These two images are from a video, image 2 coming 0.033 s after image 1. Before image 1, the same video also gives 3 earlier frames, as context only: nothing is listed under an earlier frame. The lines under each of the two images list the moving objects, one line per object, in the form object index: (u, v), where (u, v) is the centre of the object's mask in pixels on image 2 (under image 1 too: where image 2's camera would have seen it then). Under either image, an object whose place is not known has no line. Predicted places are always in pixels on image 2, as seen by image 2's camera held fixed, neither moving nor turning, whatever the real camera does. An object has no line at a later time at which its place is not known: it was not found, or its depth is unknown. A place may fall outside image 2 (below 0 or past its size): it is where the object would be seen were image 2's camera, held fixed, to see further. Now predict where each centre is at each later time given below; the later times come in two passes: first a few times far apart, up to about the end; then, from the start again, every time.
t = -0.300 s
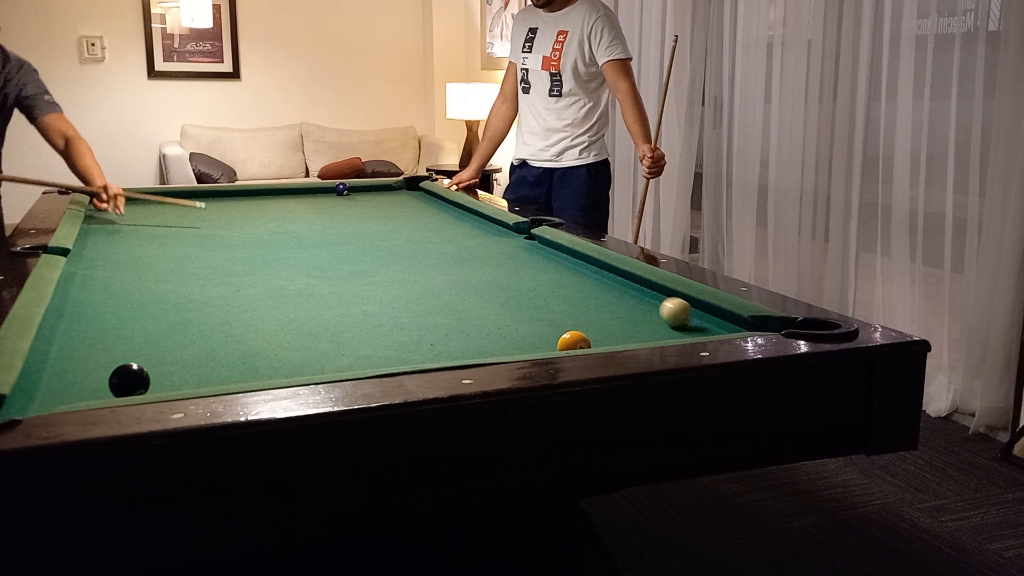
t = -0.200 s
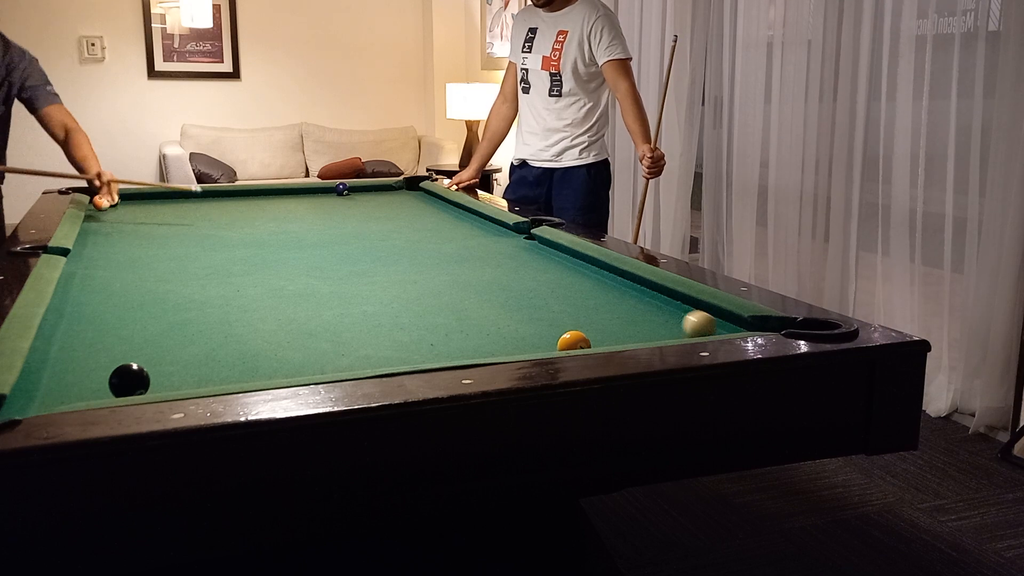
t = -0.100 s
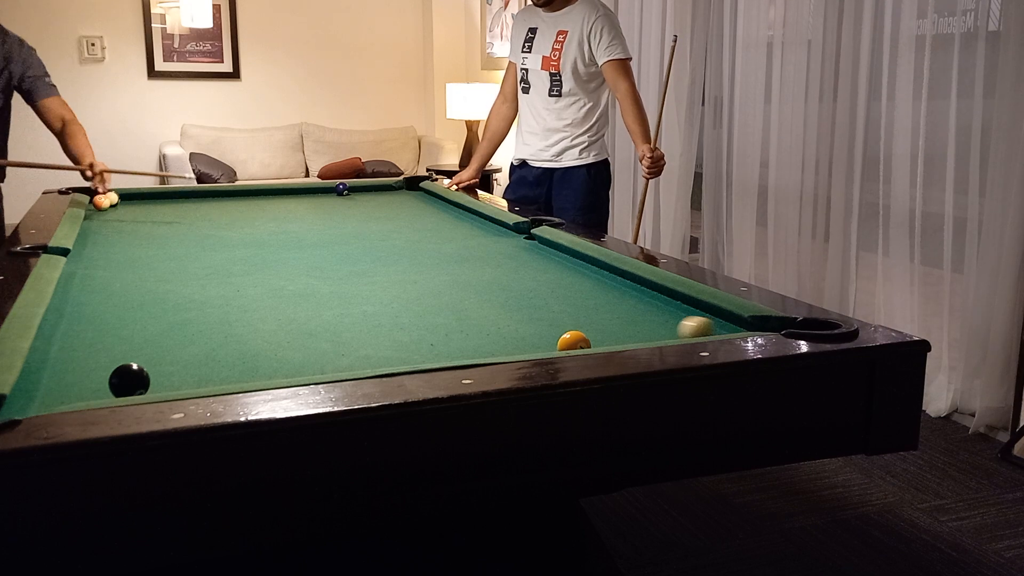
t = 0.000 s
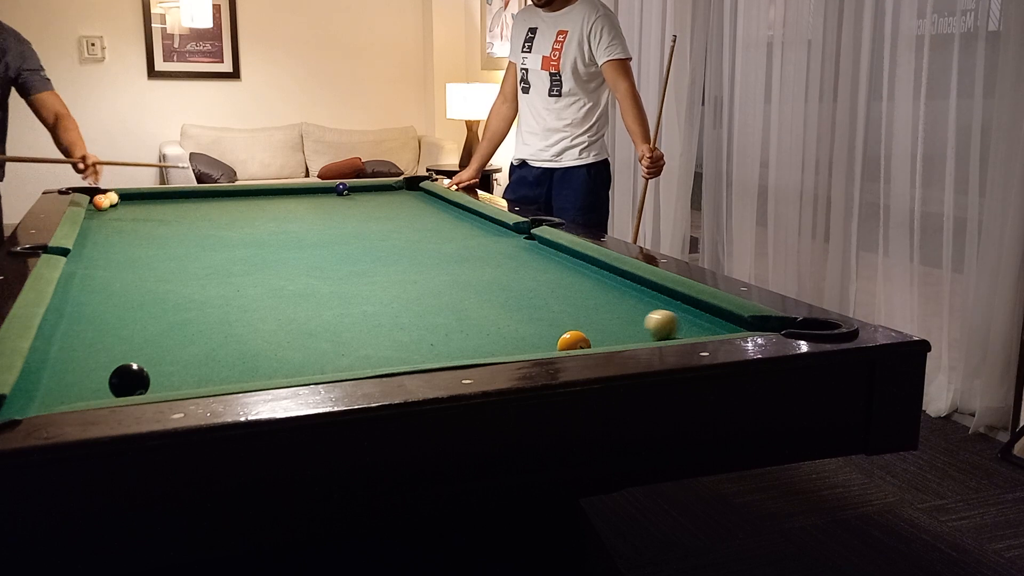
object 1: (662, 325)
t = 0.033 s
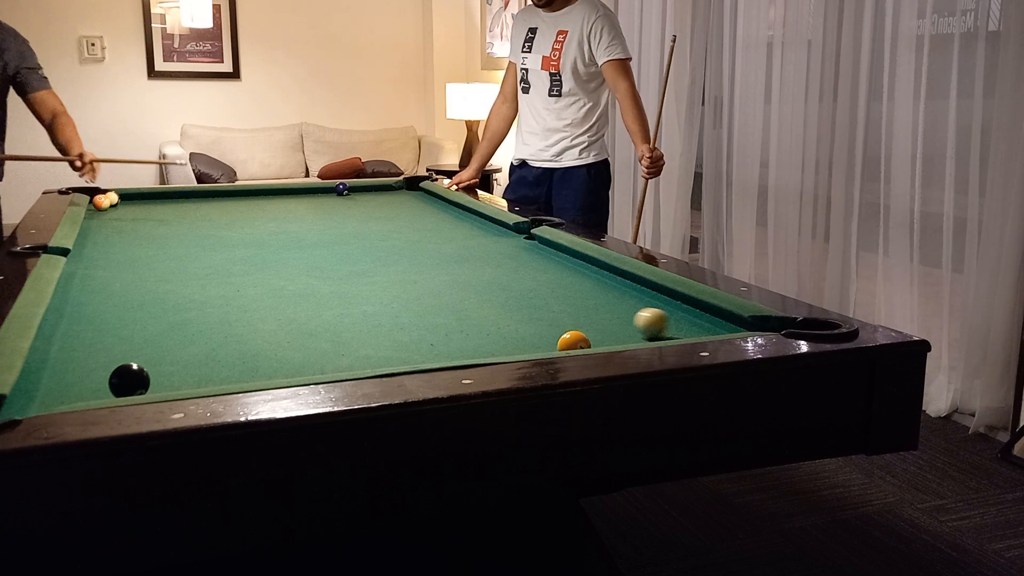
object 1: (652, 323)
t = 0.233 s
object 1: (592, 311)
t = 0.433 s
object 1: (541, 301)
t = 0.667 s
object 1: (490, 291)
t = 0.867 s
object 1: (453, 283)
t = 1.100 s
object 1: (414, 275)
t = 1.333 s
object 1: (382, 268)
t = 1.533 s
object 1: (357, 262)
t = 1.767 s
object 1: (332, 257)
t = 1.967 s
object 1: (312, 253)
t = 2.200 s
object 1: (293, 249)
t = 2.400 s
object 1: (279, 245)
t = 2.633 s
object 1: (264, 241)
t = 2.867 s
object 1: (252, 238)
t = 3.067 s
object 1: (243, 236)
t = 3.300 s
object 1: (235, 233)
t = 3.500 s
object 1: (229, 231)
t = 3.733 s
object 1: (225, 229)
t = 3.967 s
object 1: (221, 228)
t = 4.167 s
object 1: (219, 227)
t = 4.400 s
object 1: (218, 226)
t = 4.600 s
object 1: (217, 225)
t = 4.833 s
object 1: (217, 224)
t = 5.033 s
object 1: (217, 224)
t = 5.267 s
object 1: (218, 225)
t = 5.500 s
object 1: (218, 224)
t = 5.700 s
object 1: (218, 224)
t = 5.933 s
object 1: (218, 224)
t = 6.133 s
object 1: (218, 224)
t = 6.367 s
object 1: (218, 224)
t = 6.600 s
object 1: (218, 224)
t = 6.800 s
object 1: (218, 224)
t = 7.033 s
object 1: (218, 224)
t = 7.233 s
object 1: (218, 224)
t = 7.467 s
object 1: (218, 224)
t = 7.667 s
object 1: (218, 224)
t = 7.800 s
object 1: (218, 224)
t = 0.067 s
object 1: (641, 321)
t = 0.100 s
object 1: (631, 319)
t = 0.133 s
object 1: (621, 316)
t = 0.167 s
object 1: (611, 315)
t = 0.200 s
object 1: (601, 313)
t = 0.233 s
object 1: (592, 311)
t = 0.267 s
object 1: (583, 309)
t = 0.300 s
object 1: (575, 307)
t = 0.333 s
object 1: (566, 306)
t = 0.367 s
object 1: (558, 304)
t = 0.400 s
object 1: (550, 303)
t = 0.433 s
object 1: (541, 301)
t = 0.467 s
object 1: (533, 299)
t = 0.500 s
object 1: (526, 298)
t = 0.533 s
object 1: (519, 297)
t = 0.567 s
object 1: (512, 295)
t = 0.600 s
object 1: (504, 294)
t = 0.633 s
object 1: (497, 292)
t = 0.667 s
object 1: (490, 291)
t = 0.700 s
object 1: (484, 289)
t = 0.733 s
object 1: (477, 288)
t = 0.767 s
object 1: (471, 287)
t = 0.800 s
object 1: (465, 285)
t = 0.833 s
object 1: (459, 284)
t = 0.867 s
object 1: (453, 283)
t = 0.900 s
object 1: (447, 281)
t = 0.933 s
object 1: (441, 280)
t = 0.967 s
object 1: (436, 279)
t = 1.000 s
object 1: (430, 278)
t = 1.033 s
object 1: (425, 277)
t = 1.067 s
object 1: (420, 275)
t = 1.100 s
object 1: (414, 275)
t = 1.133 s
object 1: (410, 273)
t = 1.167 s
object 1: (405, 272)
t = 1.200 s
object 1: (400, 271)
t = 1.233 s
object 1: (395, 271)
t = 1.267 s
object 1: (391, 270)
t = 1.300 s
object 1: (386, 268)
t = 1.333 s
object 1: (382, 268)
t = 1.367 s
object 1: (378, 267)
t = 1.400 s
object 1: (374, 266)
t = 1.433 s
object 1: (369, 265)
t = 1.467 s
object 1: (365, 264)
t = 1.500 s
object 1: (361, 263)
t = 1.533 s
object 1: (357, 262)
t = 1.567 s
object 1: (353, 262)
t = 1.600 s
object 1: (349, 261)
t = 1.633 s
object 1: (346, 260)
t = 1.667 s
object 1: (342, 259)
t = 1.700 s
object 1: (338, 258)
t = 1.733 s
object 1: (335, 258)
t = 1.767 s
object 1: (332, 257)
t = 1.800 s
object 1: (328, 257)
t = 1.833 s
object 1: (325, 255)
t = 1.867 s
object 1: (322, 255)
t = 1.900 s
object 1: (319, 254)
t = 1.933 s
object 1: (316, 253)
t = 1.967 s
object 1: (312, 253)
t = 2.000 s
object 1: (309, 252)
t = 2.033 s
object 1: (307, 251)
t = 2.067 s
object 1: (304, 251)
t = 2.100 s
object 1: (301, 250)
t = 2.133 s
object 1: (298, 250)
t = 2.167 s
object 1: (296, 249)
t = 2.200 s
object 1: (293, 249)
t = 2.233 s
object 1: (290, 248)
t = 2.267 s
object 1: (288, 247)
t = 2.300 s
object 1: (286, 247)
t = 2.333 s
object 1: (283, 246)
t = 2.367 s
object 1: (281, 245)
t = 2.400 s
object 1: (279, 245)
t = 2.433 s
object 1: (277, 244)
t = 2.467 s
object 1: (275, 244)
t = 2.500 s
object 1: (273, 243)
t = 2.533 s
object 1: (270, 243)
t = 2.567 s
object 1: (268, 242)
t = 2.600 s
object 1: (266, 242)
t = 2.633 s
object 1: (264, 241)
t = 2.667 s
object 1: (263, 241)
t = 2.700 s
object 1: (261, 240)
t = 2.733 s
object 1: (259, 240)
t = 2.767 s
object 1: (257, 239)
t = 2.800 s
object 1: (255, 239)
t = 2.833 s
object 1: (254, 238)
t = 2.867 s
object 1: (252, 238)
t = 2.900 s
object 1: (251, 237)
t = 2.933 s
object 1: (249, 237)
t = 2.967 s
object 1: (248, 237)
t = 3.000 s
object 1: (246, 236)
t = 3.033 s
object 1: (245, 236)
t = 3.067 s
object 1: (243, 236)
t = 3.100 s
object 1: (242, 235)
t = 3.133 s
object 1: (241, 235)
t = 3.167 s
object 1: (240, 234)
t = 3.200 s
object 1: (239, 234)
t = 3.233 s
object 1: (237, 234)
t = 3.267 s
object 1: (236, 234)
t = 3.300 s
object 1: (235, 233)
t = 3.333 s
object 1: (234, 233)
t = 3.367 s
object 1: (233, 233)
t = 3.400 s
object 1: (232, 232)
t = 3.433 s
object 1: (231, 232)
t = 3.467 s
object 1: (230, 232)
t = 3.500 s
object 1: (229, 231)
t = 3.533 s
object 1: (229, 231)
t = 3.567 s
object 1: (228, 231)
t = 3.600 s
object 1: (227, 230)
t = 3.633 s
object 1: (226, 230)
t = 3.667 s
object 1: (226, 230)
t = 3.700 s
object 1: (225, 230)
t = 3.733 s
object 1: (225, 229)
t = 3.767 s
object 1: (224, 229)
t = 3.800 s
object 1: (224, 229)
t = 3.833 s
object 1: (223, 228)
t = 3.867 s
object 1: (222, 228)
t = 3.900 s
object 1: (222, 228)
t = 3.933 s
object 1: (222, 228)
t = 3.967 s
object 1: (221, 228)
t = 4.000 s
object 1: (221, 227)
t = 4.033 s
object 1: (220, 227)
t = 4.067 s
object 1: (220, 227)
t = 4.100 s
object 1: (219, 227)
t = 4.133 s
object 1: (219, 227)
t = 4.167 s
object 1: (219, 227)
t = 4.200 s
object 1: (219, 226)
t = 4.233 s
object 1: (218, 226)
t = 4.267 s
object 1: (218, 226)
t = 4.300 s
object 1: (218, 226)
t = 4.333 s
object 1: (218, 226)
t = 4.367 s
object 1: (218, 226)
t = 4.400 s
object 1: (218, 226)
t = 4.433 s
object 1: (218, 226)
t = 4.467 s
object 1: (218, 225)
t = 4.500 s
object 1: (217, 225)
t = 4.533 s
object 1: (217, 225)
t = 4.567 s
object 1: (217, 225)
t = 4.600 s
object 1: (217, 225)
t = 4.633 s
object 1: (217, 225)
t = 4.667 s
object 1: (217, 225)
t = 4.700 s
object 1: (217, 225)
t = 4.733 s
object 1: (217, 225)
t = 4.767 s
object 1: (217, 225)
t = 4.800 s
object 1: (217, 225)
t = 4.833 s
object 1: (217, 224)
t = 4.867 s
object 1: (217, 224)
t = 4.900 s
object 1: (217, 224)
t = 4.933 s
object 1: (217, 224)
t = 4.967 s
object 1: (217, 224)
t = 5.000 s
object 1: (217, 224)
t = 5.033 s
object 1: (217, 224)
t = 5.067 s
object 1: (217, 224)
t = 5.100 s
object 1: (217, 224)
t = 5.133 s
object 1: (218, 224)
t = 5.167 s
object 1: (218, 224)
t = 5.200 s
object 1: (218, 224)
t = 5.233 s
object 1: (218, 224)
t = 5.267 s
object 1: (218, 225)
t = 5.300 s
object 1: (218, 224)
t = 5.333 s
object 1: (218, 225)
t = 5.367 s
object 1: (218, 224)
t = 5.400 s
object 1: (218, 224)
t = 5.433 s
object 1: (218, 224)
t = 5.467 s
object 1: (218, 224)
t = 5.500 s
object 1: (218, 224)
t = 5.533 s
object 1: (218, 224)
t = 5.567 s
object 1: (218, 224)
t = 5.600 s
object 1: (218, 224)
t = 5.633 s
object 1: (218, 224)
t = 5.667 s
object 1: (218, 224)
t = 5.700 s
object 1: (218, 224)
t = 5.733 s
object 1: (218, 224)
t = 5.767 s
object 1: (218, 224)
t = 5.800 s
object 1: (218, 224)
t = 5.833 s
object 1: (218, 224)
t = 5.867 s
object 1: (218, 224)
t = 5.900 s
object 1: (218, 224)
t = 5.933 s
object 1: (218, 224)
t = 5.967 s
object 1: (218, 224)
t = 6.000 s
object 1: (218, 224)
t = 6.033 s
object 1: (218, 225)
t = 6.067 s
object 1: (218, 224)
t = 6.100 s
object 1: (218, 224)
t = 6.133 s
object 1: (218, 224)
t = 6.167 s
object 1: (218, 224)
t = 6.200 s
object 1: (218, 224)
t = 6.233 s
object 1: (218, 224)
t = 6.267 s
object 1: (218, 225)
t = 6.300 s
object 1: (218, 224)
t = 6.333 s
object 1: (218, 224)
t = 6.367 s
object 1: (218, 224)
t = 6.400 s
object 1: (218, 224)
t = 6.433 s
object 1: (218, 224)
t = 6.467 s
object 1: (218, 224)
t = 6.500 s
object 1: (218, 225)
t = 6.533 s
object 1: (218, 225)
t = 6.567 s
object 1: (218, 224)
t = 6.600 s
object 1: (218, 224)
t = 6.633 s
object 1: (218, 224)
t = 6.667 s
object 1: (218, 224)
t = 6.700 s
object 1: (218, 224)
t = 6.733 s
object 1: (218, 224)
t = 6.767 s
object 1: (218, 224)
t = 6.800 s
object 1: (218, 224)
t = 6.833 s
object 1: (218, 224)
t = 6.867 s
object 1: (218, 224)
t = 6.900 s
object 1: (218, 224)
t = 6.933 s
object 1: (218, 224)
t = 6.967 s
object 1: (218, 224)
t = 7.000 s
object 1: (218, 224)
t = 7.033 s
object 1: (218, 224)
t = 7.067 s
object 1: (218, 224)
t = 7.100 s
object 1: (218, 224)
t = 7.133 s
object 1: (218, 224)
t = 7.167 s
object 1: (218, 224)
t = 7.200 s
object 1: (218, 224)
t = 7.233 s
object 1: (218, 224)
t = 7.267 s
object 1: (218, 224)
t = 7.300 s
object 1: (218, 224)
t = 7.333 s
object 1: (218, 224)
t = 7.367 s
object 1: (218, 224)
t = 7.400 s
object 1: (218, 224)
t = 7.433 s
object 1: (218, 224)
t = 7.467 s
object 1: (218, 224)
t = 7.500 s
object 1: (218, 224)
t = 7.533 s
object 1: (218, 224)
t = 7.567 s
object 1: (218, 224)
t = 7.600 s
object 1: (218, 224)
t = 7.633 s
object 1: (218, 224)
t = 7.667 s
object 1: (218, 224)
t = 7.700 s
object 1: (218, 224)
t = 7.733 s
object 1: (218, 224)
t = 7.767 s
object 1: (218, 224)
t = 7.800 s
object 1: (218, 224)
